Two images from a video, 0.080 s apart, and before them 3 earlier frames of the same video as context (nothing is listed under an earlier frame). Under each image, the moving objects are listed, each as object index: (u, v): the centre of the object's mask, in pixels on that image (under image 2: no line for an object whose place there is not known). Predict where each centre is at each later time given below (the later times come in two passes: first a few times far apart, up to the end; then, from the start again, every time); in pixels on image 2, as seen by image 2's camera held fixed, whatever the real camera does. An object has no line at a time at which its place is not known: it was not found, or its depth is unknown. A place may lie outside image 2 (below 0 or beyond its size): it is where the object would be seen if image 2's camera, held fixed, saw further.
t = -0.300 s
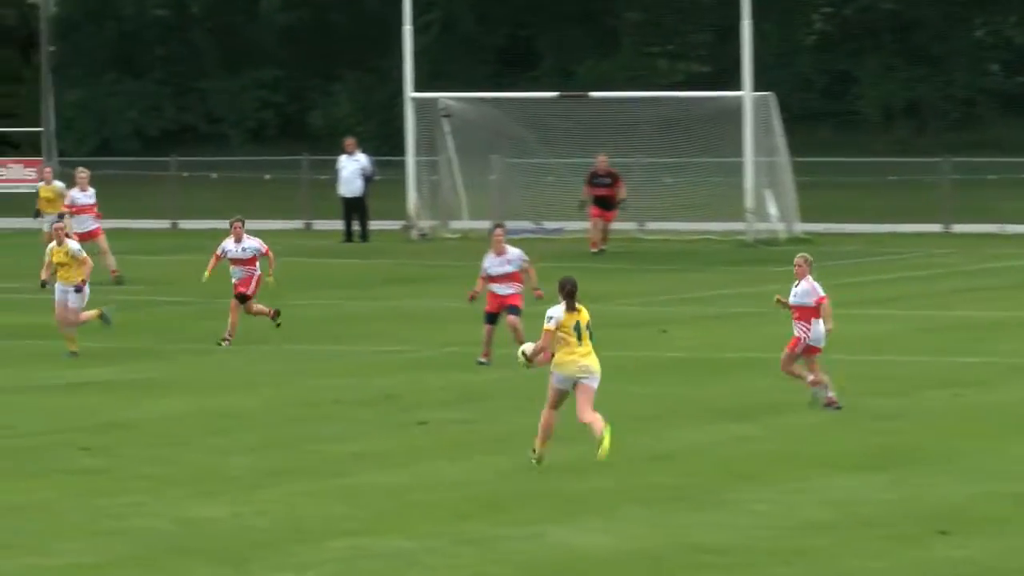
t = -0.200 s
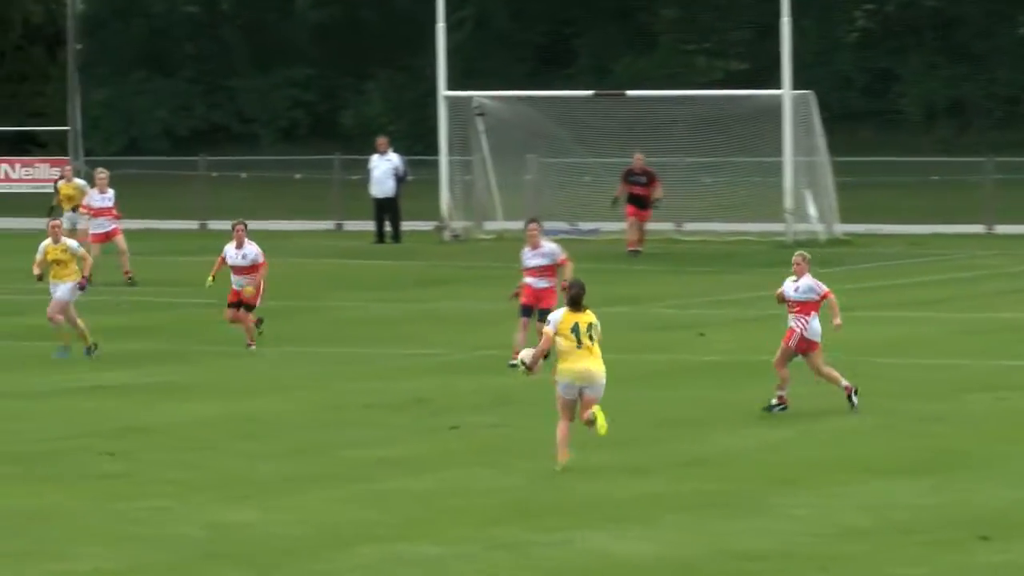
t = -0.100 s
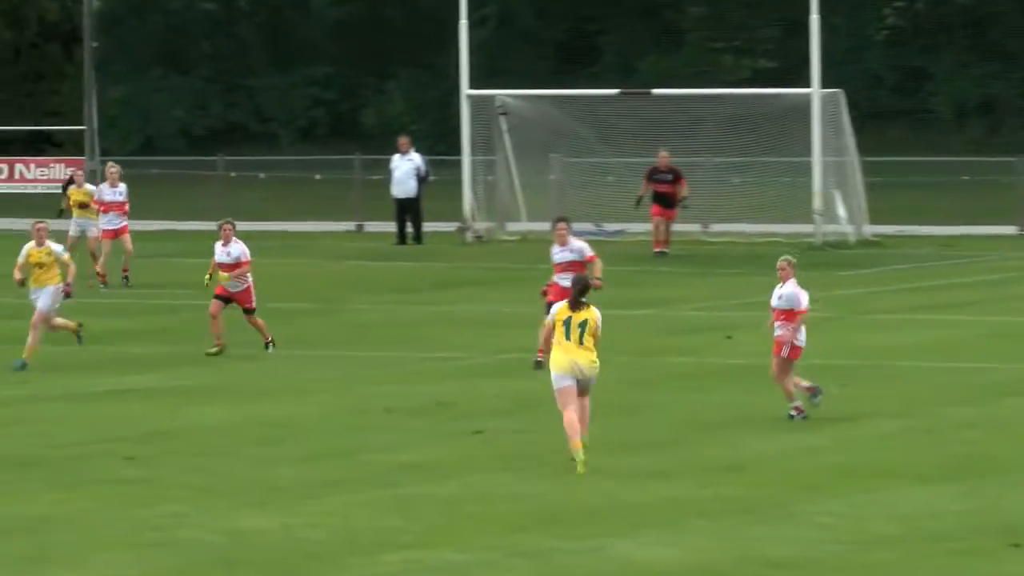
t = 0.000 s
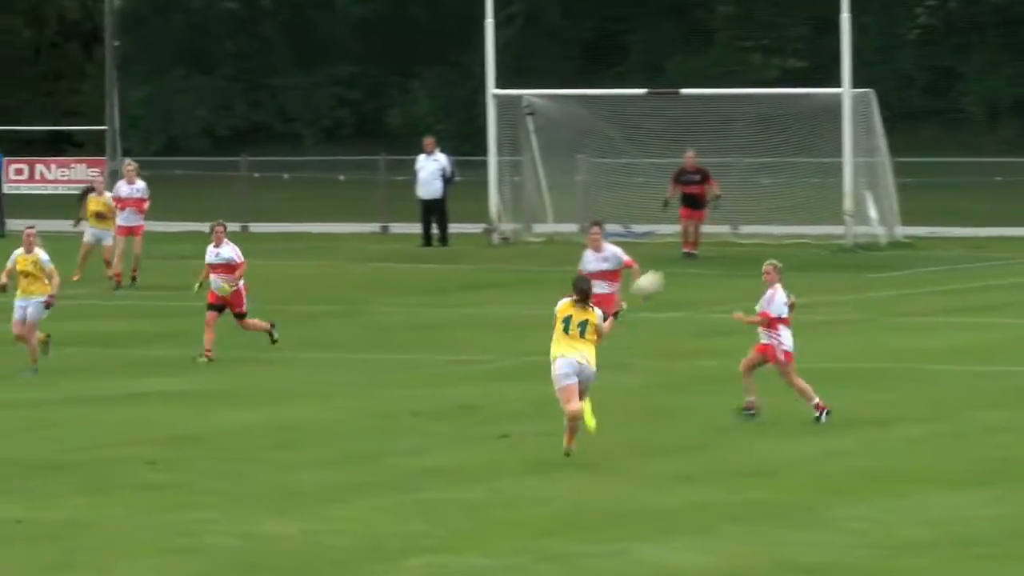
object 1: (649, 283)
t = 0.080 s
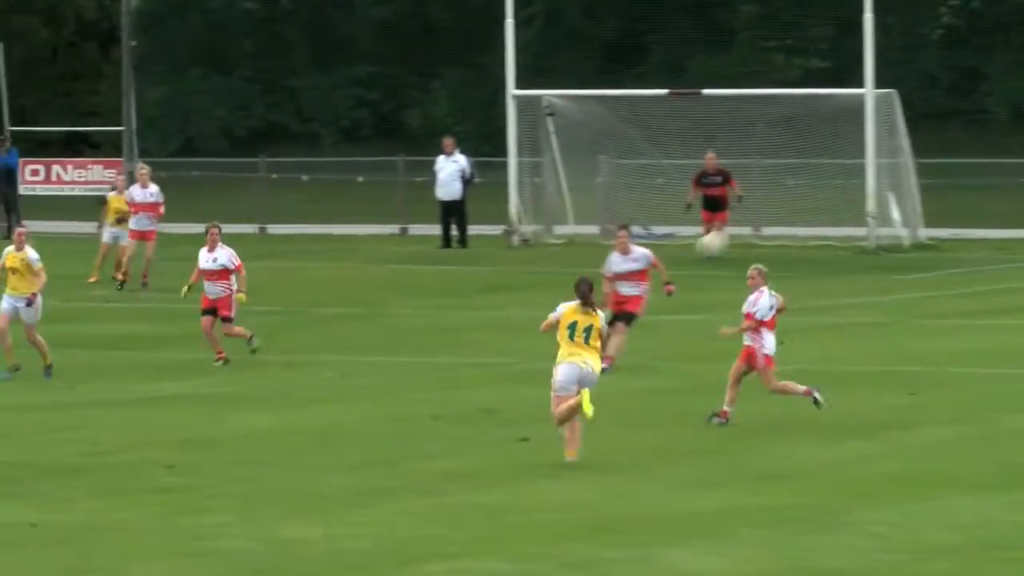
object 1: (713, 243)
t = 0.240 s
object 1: (797, 185)
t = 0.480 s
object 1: (901, 155)
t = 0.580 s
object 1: (938, 160)
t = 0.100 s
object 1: (724, 233)
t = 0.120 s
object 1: (737, 224)
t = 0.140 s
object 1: (748, 217)
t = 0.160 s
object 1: (758, 209)
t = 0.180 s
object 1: (769, 202)
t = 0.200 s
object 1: (779, 196)
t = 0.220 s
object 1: (788, 189)
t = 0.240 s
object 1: (797, 185)
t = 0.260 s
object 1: (806, 180)
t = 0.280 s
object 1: (815, 175)
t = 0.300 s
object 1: (826, 171)
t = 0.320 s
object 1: (834, 167)
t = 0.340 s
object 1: (844, 163)
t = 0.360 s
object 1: (852, 161)
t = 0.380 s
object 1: (858, 159)
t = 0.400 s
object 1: (868, 158)
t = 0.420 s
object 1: (876, 157)
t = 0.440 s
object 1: (886, 155)
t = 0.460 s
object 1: (893, 155)
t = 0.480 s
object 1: (901, 155)
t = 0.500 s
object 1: (908, 155)
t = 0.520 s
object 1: (917, 155)
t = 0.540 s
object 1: (924, 157)
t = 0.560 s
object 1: (931, 159)
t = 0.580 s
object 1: (938, 160)
